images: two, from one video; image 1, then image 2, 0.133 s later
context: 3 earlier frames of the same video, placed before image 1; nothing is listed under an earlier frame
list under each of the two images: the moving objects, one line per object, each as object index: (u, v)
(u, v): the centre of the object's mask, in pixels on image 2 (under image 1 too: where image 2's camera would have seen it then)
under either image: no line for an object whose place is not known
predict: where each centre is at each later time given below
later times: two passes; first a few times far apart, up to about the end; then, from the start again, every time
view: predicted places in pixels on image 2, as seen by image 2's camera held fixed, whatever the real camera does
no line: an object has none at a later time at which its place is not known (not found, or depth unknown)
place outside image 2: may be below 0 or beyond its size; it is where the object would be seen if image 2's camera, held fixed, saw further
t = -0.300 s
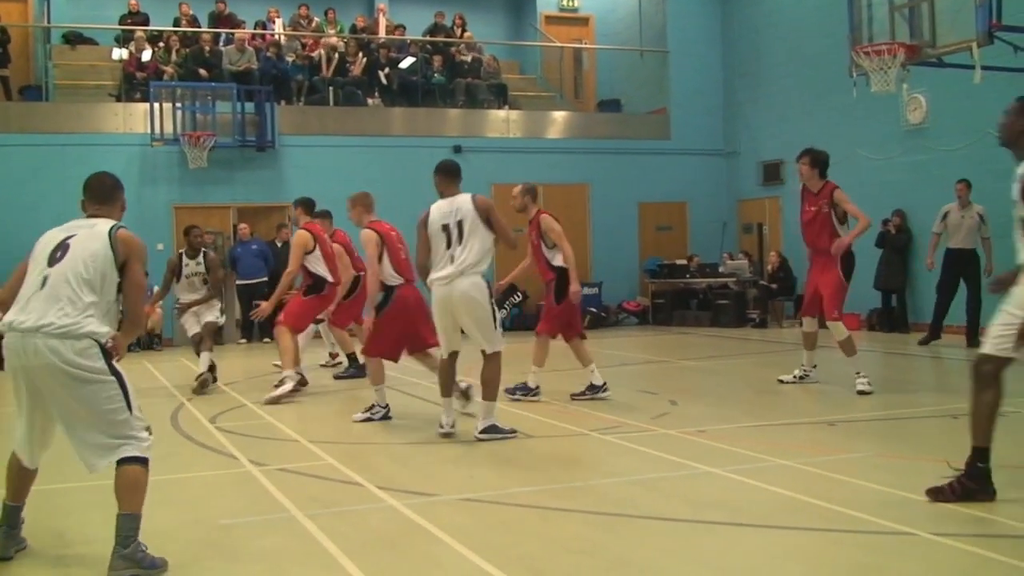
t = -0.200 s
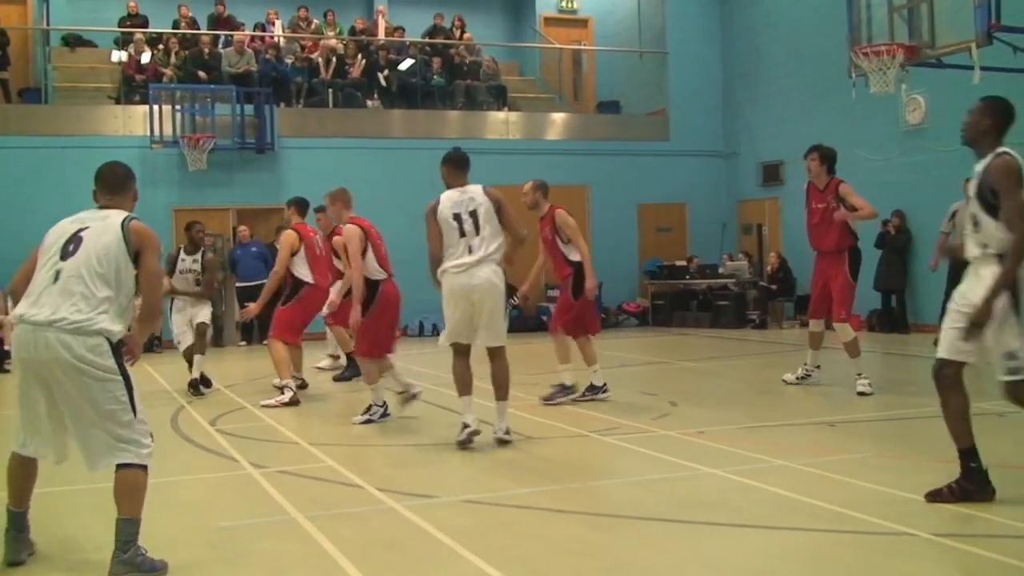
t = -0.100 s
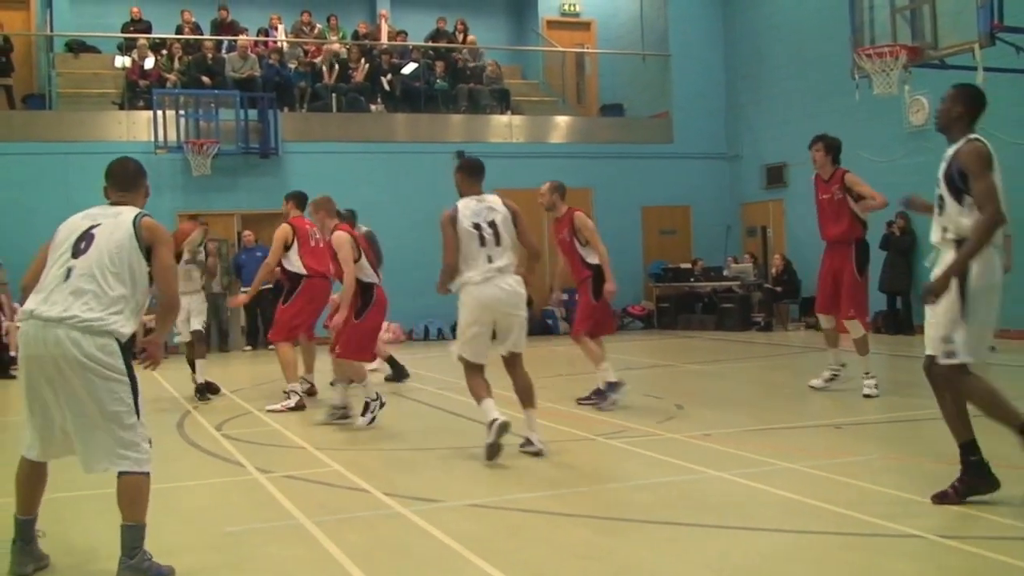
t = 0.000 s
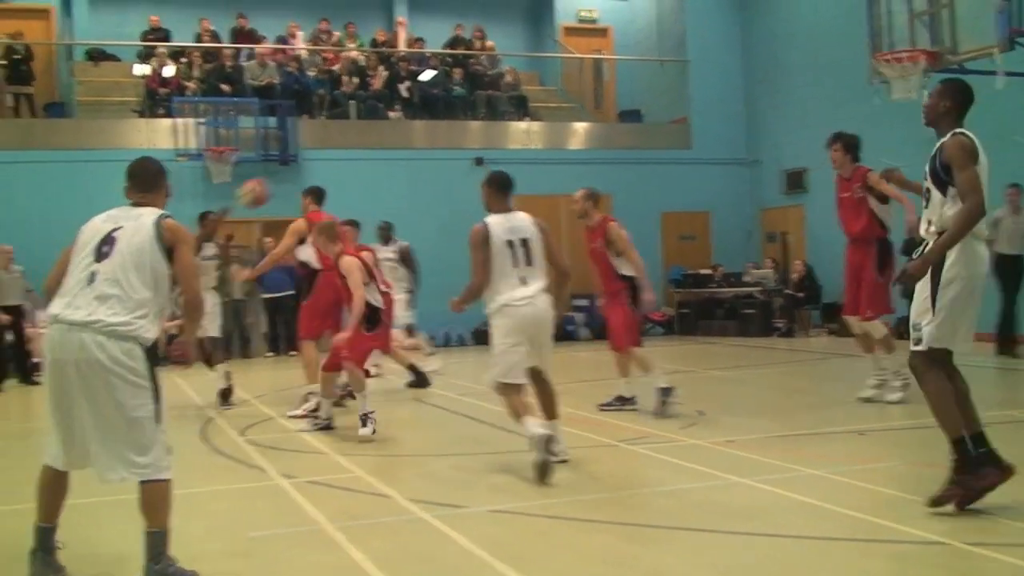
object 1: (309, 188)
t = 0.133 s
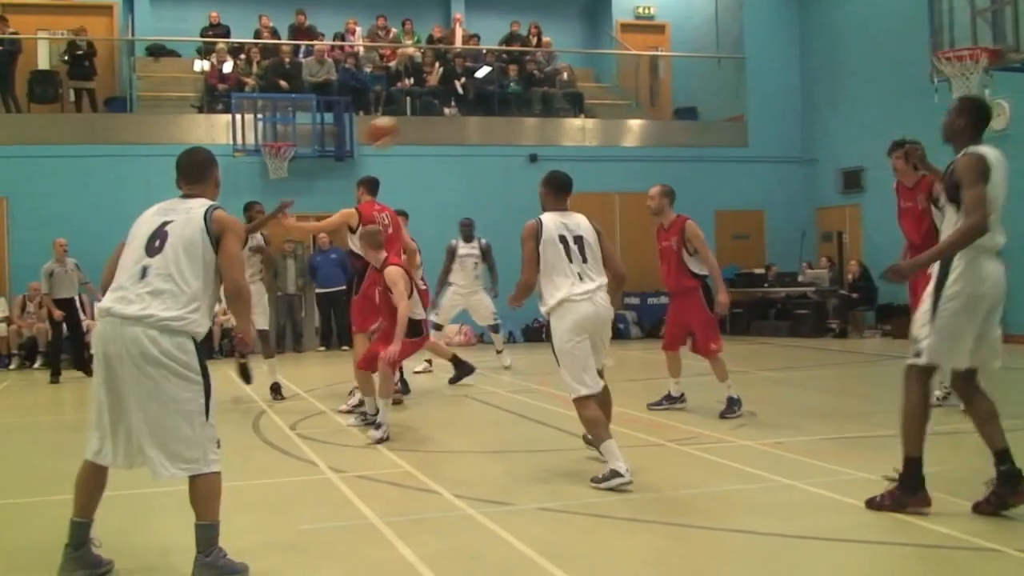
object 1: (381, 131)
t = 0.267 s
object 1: (470, 91)
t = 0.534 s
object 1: (710, 63)
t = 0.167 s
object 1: (402, 119)
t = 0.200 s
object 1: (424, 109)
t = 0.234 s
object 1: (446, 99)
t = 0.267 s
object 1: (470, 91)
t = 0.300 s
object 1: (494, 83)
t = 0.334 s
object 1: (521, 75)
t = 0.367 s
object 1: (548, 69)
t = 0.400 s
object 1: (575, 61)
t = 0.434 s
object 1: (604, 55)
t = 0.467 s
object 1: (641, 64)
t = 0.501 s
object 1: (674, 62)
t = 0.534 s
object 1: (710, 63)
